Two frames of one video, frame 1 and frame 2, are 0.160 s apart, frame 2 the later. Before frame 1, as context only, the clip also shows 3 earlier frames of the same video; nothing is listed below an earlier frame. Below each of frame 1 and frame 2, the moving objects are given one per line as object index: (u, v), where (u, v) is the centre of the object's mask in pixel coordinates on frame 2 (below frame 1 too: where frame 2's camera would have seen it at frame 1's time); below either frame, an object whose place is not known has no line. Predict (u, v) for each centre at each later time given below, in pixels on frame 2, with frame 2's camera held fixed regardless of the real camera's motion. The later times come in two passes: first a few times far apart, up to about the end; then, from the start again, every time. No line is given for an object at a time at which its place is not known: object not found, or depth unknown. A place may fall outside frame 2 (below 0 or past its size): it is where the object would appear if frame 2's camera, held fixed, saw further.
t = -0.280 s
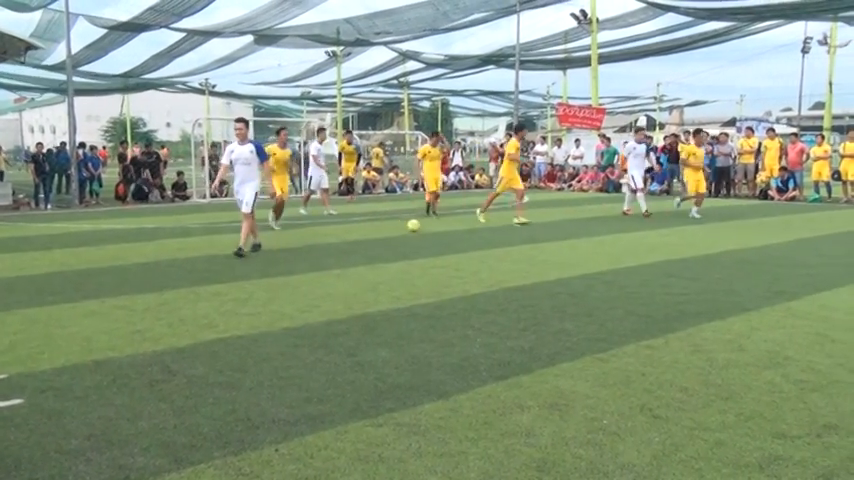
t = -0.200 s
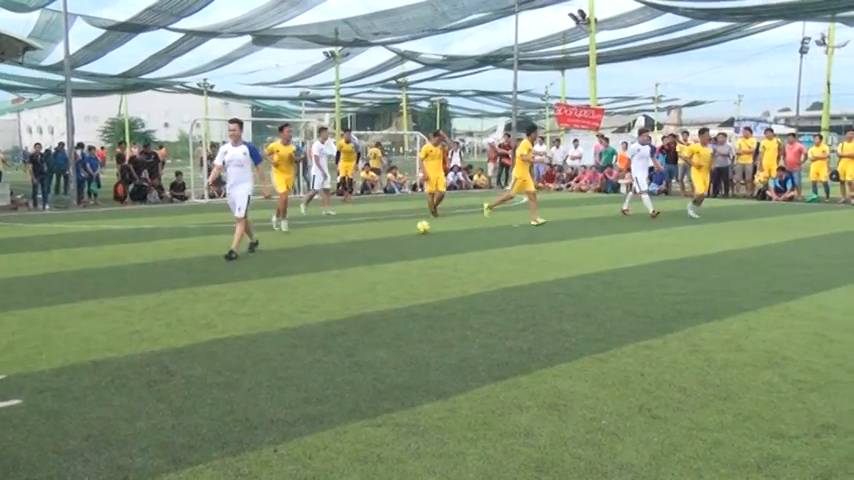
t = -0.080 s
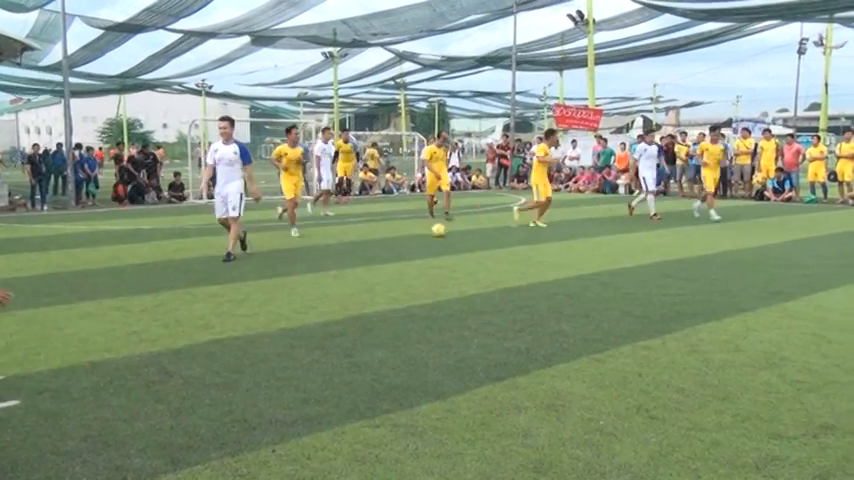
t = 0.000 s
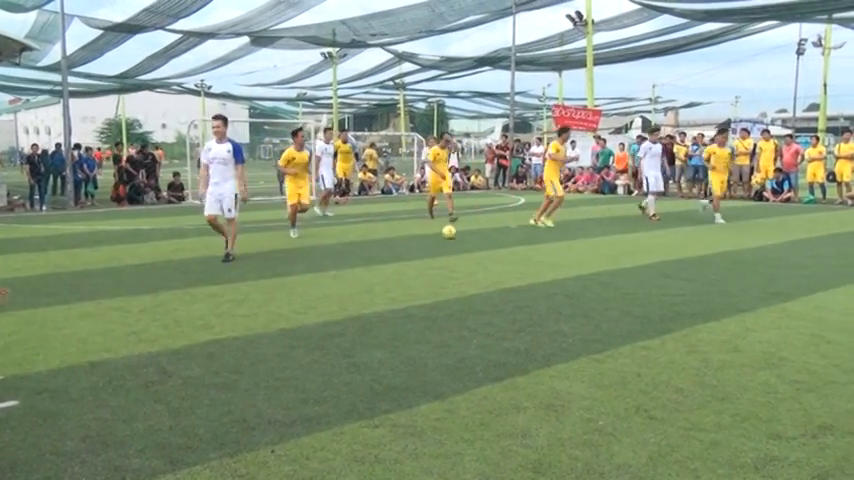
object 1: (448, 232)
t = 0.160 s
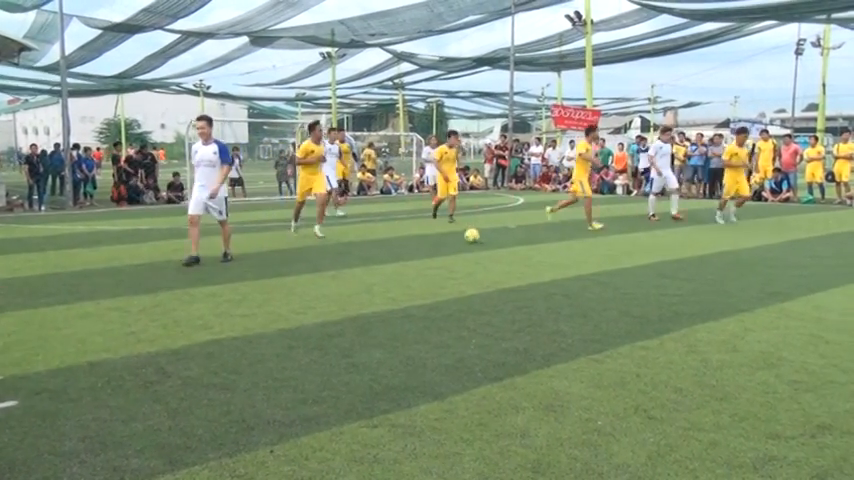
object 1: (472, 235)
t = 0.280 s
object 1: (491, 238)
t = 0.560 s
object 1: (538, 245)
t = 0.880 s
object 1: (595, 252)
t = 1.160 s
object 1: (651, 260)
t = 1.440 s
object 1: (713, 269)
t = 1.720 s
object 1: (781, 279)
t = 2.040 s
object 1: (867, 292)
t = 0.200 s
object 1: (478, 236)
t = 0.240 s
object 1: (484, 237)
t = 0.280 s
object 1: (491, 238)
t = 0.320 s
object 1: (497, 238)
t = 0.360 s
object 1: (504, 240)
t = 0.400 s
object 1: (510, 241)
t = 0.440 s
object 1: (517, 241)
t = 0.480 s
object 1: (524, 242)
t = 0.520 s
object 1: (531, 244)
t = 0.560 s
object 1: (538, 245)
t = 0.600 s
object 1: (545, 246)
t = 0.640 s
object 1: (552, 246)
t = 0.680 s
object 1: (559, 248)
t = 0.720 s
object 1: (566, 249)
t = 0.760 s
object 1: (574, 249)
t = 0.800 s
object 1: (581, 250)
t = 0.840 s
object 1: (588, 251)
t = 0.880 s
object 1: (595, 252)
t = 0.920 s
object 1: (603, 253)
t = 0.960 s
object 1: (611, 255)
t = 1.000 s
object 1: (619, 256)
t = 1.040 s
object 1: (627, 257)
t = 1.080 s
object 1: (635, 259)
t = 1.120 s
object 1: (643, 260)
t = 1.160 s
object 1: (651, 260)
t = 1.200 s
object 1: (660, 262)
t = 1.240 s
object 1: (668, 263)
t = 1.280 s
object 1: (677, 264)
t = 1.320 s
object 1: (686, 265)
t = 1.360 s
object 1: (695, 266)
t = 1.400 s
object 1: (704, 268)
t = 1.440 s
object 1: (713, 269)
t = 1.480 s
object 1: (722, 270)
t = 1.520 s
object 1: (731, 272)
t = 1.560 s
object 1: (740, 273)
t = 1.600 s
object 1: (750, 275)
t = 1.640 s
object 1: (760, 276)
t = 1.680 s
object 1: (770, 278)
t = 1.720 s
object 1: (781, 279)
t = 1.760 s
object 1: (791, 281)
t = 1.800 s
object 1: (801, 282)
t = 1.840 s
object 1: (811, 284)
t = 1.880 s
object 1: (822, 285)
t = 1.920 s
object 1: (833, 287)
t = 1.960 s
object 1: (844, 288)
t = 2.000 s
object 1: (855, 290)
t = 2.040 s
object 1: (867, 292)
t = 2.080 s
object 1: (878, 294)
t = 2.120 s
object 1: (887, 295)
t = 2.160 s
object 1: (894, 297)
